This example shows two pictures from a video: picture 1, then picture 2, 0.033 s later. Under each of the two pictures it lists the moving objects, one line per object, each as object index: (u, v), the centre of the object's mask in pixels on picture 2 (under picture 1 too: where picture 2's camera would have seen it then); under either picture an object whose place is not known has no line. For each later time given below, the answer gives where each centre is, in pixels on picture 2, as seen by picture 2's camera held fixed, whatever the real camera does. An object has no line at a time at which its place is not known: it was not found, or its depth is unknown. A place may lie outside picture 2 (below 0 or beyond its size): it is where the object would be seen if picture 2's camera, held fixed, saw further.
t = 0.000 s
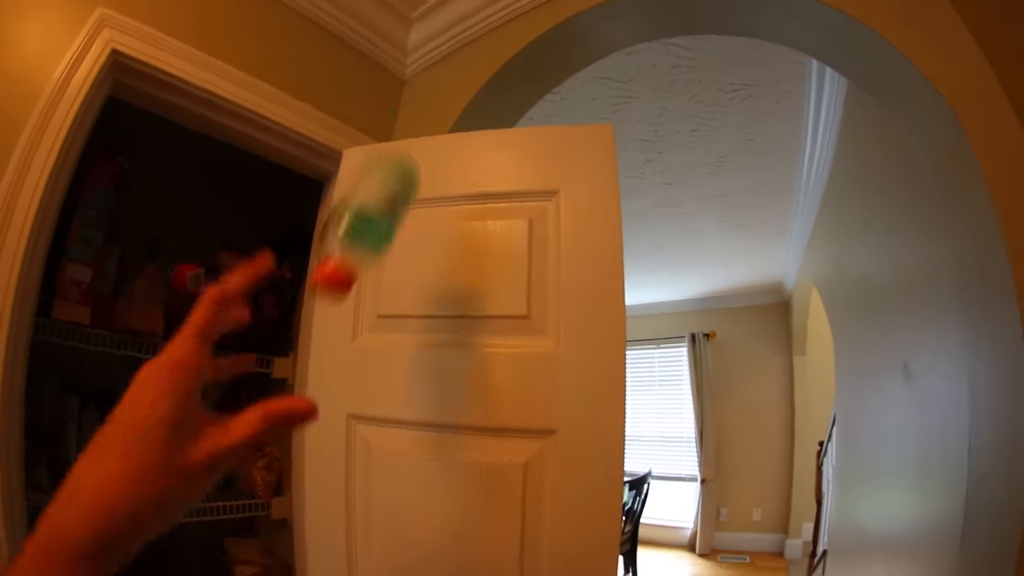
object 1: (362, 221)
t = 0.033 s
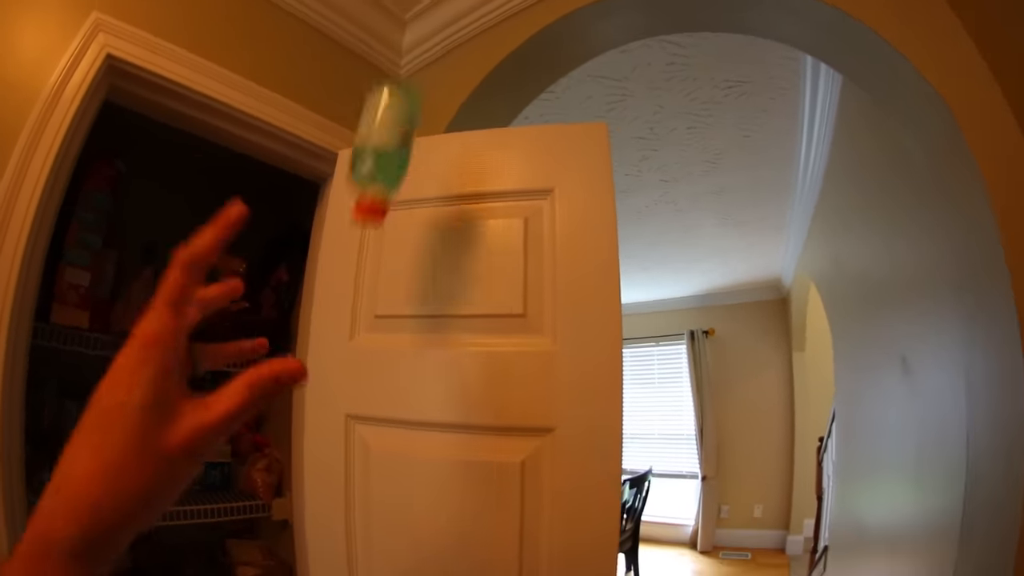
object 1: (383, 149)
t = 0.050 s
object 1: (392, 118)
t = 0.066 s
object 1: (399, 93)
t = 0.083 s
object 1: (405, 76)
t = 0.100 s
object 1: (411, 62)
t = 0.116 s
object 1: (414, 50)
